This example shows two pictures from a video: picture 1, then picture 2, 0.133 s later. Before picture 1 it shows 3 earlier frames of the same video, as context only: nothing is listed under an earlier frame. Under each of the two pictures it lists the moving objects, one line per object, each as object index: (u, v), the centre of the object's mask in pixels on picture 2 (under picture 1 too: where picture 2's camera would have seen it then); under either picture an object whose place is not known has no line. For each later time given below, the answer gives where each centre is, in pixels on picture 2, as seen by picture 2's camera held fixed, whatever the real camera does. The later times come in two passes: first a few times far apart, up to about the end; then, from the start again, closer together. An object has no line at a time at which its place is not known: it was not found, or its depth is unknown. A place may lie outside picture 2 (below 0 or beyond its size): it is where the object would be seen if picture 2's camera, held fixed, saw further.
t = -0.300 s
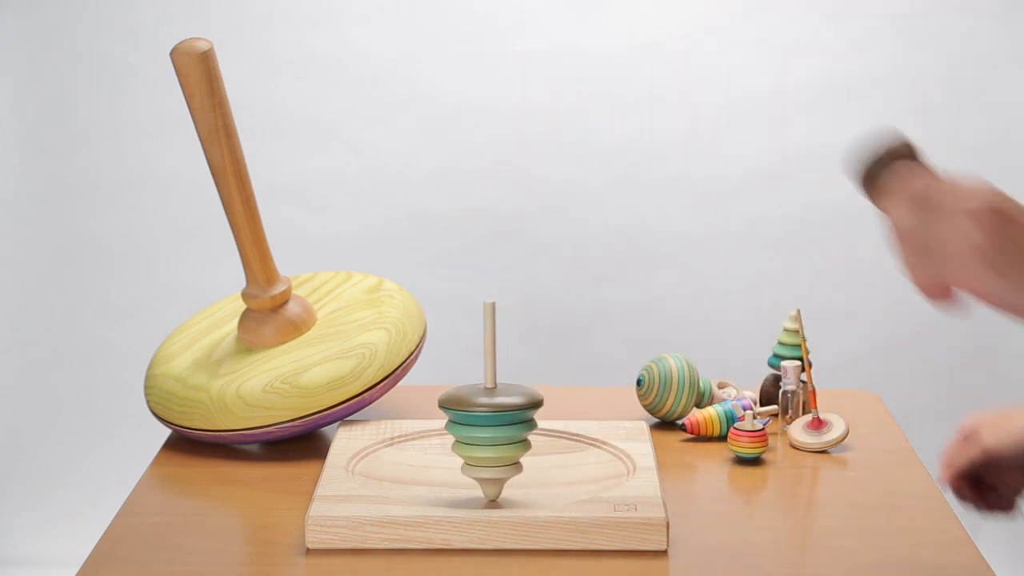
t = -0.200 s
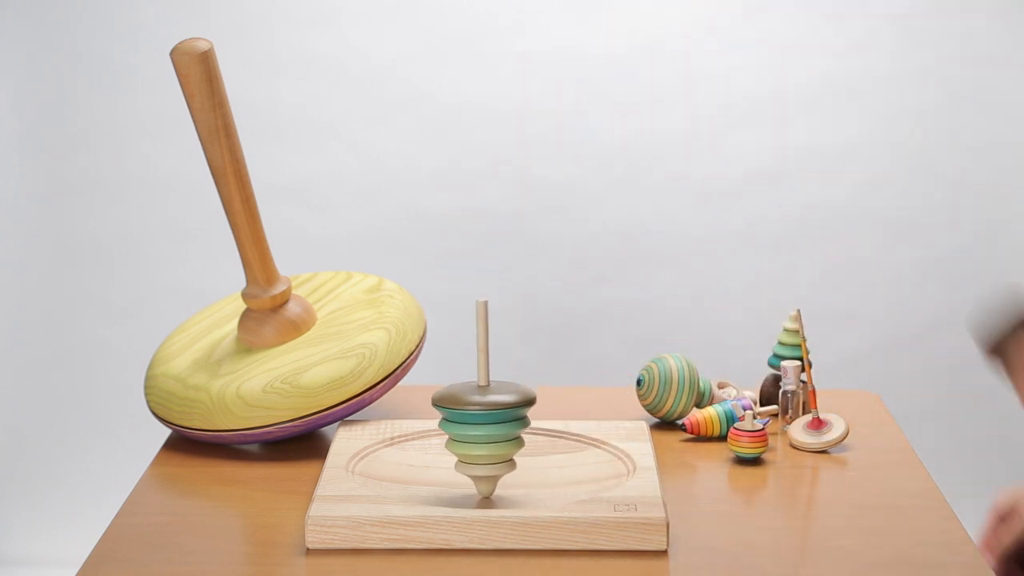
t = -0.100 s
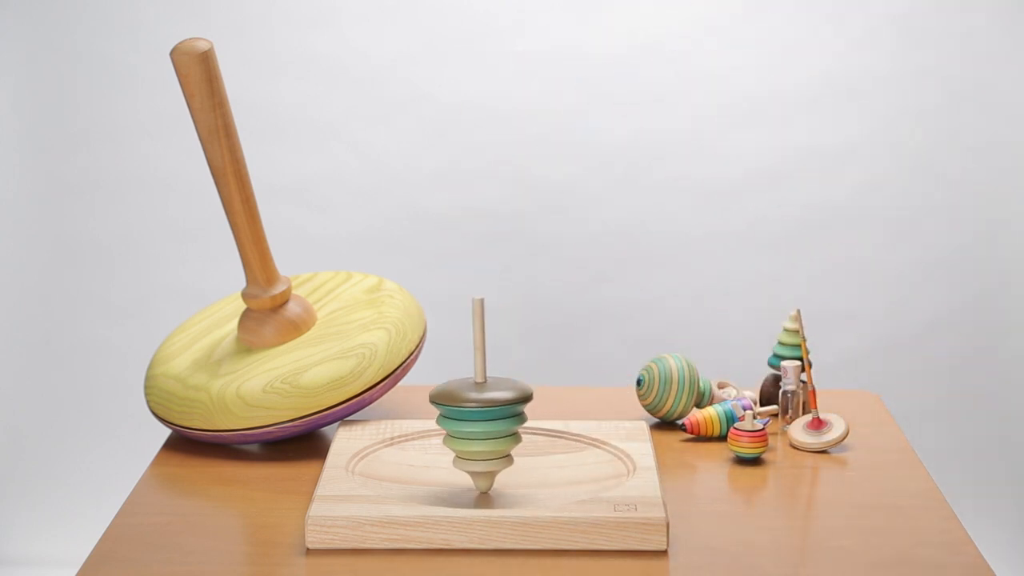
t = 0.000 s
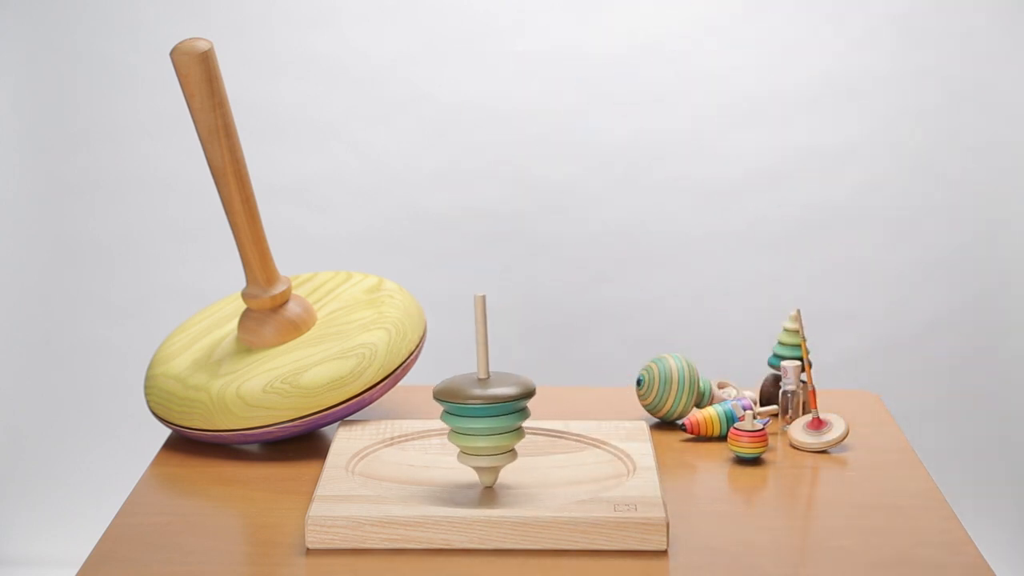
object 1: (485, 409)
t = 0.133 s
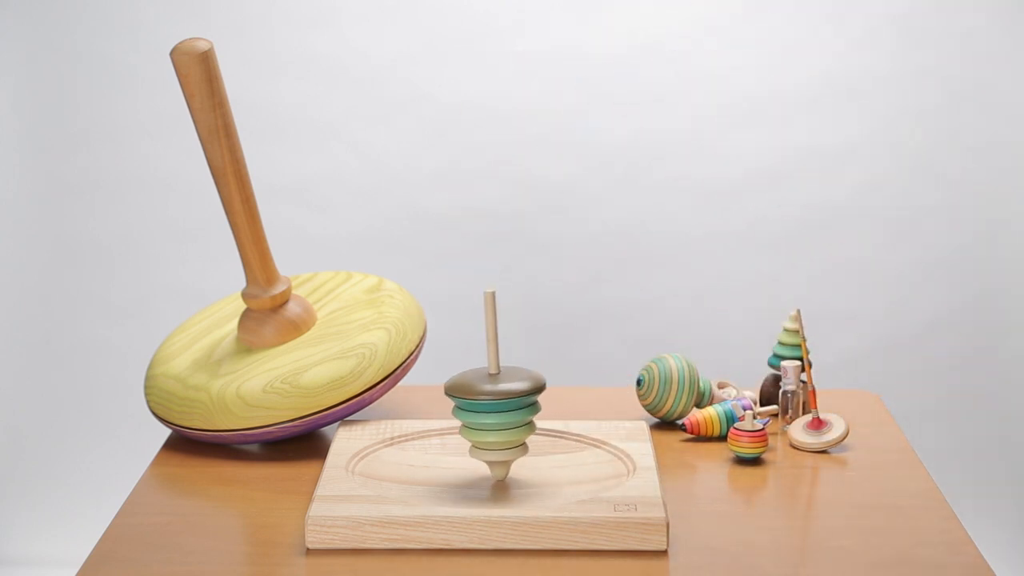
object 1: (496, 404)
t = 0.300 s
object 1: (512, 398)
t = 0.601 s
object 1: (525, 401)
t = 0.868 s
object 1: (500, 407)
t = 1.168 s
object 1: (457, 410)
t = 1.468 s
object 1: (442, 408)
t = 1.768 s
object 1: (463, 410)
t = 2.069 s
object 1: (491, 415)
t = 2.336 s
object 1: (502, 417)
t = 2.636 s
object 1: (505, 413)
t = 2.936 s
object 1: (517, 406)
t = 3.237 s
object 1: (516, 404)
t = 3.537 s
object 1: (488, 405)
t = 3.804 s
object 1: (464, 405)
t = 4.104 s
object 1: (456, 406)
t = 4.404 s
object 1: (466, 412)
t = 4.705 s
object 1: (474, 416)
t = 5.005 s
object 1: (489, 415)
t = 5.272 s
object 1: (510, 411)
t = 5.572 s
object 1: (528, 408)
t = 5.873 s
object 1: (519, 409)
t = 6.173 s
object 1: (482, 406)
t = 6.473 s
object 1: (455, 403)
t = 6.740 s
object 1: (459, 404)
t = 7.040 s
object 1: (473, 412)
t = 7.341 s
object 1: (478, 418)
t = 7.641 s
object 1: (485, 416)
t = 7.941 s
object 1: (512, 409)
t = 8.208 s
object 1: (527, 406)
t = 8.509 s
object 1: (513, 406)
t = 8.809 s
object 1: (483, 406)
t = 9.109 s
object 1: (455, 405)
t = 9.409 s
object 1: (459, 407)
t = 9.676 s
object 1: (473, 413)
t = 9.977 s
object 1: (485, 417)
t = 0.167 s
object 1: (499, 402)
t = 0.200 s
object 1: (502, 401)
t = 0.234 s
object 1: (505, 400)
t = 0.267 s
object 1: (509, 399)
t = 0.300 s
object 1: (512, 398)
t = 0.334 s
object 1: (515, 398)
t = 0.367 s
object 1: (518, 397)
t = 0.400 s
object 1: (520, 397)
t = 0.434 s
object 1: (522, 398)
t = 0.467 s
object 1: (524, 398)
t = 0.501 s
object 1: (525, 398)
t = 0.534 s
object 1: (525, 399)
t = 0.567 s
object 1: (525, 400)
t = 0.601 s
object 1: (525, 401)
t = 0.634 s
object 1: (523, 401)
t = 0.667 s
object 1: (521, 403)
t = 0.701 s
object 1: (519, 404)
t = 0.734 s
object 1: (516, 405)
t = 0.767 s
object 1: (513, 406)
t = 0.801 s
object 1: (508, 406)
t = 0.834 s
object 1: (504, 407)
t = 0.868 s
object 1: (500, 407)
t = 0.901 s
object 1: (495, 408)
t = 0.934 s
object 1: (490, 409)
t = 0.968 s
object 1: (485, 409)
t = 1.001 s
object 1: (481, 409)
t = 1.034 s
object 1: (477, 409)
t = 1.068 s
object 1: (472, 409)
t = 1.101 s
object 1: (467, 410)
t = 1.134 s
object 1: (462, 410)
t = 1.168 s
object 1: (457, 410)
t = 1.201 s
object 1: (453, 409)
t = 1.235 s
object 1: (450, 409)
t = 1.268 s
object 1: (446, 409)
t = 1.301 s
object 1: (444, 408)
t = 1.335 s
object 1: (442, 408)
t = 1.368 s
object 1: (441, 408)
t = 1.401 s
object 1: (441, 407)
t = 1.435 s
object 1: (441, 407)
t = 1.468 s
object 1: (442, 408)
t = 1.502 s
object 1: (443, 407)
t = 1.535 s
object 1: (444, 407)
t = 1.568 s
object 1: (446, 408)
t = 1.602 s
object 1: (449, 408)
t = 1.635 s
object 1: (451, 408)
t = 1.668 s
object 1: (454, 408)
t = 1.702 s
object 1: (457, 408)
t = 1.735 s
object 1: (460, 409)
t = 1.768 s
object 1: (463, 410)
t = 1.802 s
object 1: (466, 410)
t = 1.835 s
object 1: (470, 411)
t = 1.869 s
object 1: (473, 412)
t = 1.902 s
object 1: (477, 412)
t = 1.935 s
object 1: (480, 413)
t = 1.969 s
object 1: (483, 414)
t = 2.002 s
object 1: (486, 414)
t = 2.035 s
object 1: (488, 415)
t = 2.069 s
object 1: (491, 415)
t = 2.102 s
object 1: (493, 416)
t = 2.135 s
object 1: (495, 416)
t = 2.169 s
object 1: (497, 417)
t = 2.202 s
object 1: (499, 417)
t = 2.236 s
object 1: (500, 416)
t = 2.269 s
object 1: (501, 417)
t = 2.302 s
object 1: (502, 417)
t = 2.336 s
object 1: (502, 417)
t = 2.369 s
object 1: (502, 416)
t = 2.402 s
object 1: (502, 416)
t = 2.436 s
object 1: (502, 416)
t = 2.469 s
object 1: (503, 416)
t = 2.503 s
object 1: (503, 415)
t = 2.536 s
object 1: (503, 415)
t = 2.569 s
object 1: (503, 414)
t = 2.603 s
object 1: (504, 414)
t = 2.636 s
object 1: (505, 413)
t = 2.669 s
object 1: (506, 412)
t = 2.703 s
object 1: (507, 411)
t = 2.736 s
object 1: (509, 410)
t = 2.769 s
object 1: (510, 409)
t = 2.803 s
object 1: (512, 409)
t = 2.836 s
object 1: (513, 408)
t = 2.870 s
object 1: (515, 407)
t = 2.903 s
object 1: (516, 406)
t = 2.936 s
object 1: (517, 406)
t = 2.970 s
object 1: (518, 405)
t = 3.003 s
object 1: (519, 405)
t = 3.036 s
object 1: (520, 404)
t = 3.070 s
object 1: (520, 404)
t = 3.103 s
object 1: (519, 404)
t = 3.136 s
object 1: (519, 404)
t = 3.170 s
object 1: (519, 404)
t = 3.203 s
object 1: (518, 404)
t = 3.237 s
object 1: (516, 404)
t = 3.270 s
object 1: (515, 404)
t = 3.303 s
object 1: (512, 405)
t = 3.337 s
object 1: (510, 405)
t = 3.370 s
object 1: (507, 405)
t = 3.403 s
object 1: (503, 405)
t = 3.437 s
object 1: (499, 405)
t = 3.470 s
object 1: (496, 405)
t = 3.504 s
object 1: (492, 405)
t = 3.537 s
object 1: (488, 405)
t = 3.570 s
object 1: (485, 405)
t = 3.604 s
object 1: (482, 404)
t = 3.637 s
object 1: (479, 405)
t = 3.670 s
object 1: (476, 405)
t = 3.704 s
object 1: (473, 405)
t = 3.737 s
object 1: (470, 405)
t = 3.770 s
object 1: (467, 405)
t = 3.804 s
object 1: (464, 405)
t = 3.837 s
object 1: (462, 405)
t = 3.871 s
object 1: (460, 405)
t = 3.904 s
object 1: (458, 405)
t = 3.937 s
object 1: (457, 405)
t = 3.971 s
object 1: (456, 405)
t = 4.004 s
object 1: (455, 405)
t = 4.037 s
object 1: (455, 406)
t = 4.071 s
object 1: (456, 406)
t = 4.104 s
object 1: (456, 406)
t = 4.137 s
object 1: (457, 407)
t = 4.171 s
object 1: (458, 407)
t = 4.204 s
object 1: (458, 408)
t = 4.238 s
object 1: (459, 408)
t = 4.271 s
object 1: (460, 409)
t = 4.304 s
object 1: (462, 410)
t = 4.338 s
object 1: (463, 410)
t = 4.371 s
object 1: (464, 411)
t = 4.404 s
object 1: (466, 412)
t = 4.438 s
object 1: (467, 413)
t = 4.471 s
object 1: (468, 413)
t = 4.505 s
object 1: (469, 414)
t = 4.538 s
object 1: (470, 415)
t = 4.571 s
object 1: (471, 415)
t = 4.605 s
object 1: (472, 416)
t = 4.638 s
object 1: (473, 416)
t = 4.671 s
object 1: (474, 416)
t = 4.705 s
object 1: (474, 416)
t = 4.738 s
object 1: (475, 416)
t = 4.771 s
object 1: (476, 416)
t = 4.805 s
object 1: (478, 416)
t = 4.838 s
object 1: (480, 416)
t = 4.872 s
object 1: (481, 416)
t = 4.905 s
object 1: (483, 416)
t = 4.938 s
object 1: (484, 416)
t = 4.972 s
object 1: (486, 415)
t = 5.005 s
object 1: (489, 415)
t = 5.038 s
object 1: (491, 415)
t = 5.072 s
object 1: (494, 414)
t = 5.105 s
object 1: (497, 414)
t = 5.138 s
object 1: (500, 413)
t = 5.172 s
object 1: (502, 413)
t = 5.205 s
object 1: (505, 412)
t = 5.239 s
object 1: (508, 412)
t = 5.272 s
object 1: (510, 411)
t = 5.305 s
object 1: (512, 410)
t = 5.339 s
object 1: (515, 410)
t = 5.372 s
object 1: (518, 409)
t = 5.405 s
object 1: (521, 409)
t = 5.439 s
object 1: (523, 408)
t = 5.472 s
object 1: (524, 408)
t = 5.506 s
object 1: (526, 408)
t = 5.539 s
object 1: (527, 408)
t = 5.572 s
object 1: (528, 408)
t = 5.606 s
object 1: (529, 407)
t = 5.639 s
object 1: (529, 408)
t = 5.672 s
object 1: (529, 408)
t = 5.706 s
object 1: (528, 408)
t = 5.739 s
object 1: (527, 408)
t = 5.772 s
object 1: (526, 408)
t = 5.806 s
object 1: (524, 409)
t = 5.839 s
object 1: (522, 409)
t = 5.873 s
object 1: (519, 409)
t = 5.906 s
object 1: (515, 409)
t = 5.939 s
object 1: (511, 409)
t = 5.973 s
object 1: (507, 409)
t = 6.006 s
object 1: (503, 409)
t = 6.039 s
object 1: (499, 408)
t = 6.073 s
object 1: (495, 408)
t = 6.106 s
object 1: (491, 408)
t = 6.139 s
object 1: (486, 407)
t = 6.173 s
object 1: (482, 406)
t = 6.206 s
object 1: (477, 406)
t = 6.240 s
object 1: (473, 405)
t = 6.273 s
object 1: (469, 405)
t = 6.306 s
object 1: (466, 405)
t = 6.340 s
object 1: (462, 405)
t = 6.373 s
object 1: (460, 404)
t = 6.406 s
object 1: (457, 404)
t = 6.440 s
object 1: (456, 403)
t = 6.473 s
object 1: (455, 403)
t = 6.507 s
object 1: (454, 403)
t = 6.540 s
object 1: (453, 403)
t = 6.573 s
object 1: (453, 402)
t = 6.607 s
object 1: (454, 403)
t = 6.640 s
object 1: (455, 403)
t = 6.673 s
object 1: (456, 404)
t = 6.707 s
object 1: (457, 404)
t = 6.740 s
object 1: (459, 404)
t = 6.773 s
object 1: (460, 405)
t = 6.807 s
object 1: (462, 405)
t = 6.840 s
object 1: (463, 406)
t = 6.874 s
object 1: (465, 407)
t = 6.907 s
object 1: (467, 408)
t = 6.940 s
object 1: (468, 409)
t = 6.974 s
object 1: (470, 410)
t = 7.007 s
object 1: (471, 411)
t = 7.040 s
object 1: (473, 412)
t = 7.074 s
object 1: (474, 414)
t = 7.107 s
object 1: (475, 415)
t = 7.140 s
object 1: (475, 416)
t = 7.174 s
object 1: (476, 416)
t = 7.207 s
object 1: (476, 417)
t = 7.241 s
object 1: (477, 417)
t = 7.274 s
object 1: (477, 417)
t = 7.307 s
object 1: (477, 418)
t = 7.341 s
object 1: (478, 418)
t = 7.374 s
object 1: (478, 418)
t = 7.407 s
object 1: (478, 418)
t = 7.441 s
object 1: (478, 418)
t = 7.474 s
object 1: (479, 417)
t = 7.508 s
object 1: (480, 417)
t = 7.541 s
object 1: (481, 416)
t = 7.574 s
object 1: (482, 416)
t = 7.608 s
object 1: (483, 416)
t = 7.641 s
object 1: (485, 416)
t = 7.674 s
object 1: (487, 415)
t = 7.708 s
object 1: (489, 415)
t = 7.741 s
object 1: (492, 414)
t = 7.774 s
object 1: (495, 413)
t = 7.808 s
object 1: (498, 412)
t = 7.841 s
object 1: (501, 411)
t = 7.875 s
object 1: (505, 410)
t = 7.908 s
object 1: (508, 410)
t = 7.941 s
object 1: (512, 409)
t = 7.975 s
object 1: (515, 408)
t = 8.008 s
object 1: (518, 408)
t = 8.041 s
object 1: (520, 407)
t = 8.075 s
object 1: (522, 406)
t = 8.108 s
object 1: (525, 406)
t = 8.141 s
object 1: (526, 406)
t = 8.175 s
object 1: (527, 406)
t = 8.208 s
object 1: (527, 406)
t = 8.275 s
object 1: (526, 406)
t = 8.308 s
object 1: (525, 406)
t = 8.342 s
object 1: (523, 406)
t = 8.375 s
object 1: (522, 406)
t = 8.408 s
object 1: (520, 406)
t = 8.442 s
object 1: (518, 406)
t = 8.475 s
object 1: (515, 406)
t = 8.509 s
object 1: (513, 406)
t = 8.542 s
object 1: (510, 406)
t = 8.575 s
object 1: (507, 407)
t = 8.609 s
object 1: (504, 406)
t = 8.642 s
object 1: (501, 406)
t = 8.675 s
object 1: (498, 406)
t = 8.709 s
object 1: (494, 406)
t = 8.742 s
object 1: (490, 406)
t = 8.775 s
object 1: (487, 406)
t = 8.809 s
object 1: (483, 406)
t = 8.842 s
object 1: (479, 406)
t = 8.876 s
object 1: (475, 406)
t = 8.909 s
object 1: (472, 405)
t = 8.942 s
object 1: (468, 406)
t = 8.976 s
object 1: (465, 406)
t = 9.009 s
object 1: (462, 405)
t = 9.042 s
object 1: (460, 405)
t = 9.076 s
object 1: (457, 405)
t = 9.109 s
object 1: (455, 405)
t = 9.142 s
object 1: (454, 405)
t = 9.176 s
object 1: (453, 405)
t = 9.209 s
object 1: (453, 405)
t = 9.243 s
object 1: (453, 405)
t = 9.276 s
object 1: (454, 405)
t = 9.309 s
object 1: (455, 406)
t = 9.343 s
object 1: (456, 406)
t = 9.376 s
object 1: (457, 407)
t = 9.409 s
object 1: (459, 407)
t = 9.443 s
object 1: (461, 408)
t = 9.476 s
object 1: (462, 409)
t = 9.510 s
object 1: (464, 409)
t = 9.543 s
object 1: (465, 410)
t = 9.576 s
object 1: (467, 411)
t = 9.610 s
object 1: (470, 412)
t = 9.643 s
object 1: (471, 413)
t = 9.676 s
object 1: (473, 413)
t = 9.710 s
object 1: (475, 414)
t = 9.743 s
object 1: (476, 415)
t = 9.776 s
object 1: (477, 415)
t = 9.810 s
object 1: (479, 416)
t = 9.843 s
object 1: (480, 417)
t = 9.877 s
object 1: (481, 417)
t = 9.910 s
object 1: (483, 417)
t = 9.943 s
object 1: (484, 417)
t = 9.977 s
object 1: (485, 417)
